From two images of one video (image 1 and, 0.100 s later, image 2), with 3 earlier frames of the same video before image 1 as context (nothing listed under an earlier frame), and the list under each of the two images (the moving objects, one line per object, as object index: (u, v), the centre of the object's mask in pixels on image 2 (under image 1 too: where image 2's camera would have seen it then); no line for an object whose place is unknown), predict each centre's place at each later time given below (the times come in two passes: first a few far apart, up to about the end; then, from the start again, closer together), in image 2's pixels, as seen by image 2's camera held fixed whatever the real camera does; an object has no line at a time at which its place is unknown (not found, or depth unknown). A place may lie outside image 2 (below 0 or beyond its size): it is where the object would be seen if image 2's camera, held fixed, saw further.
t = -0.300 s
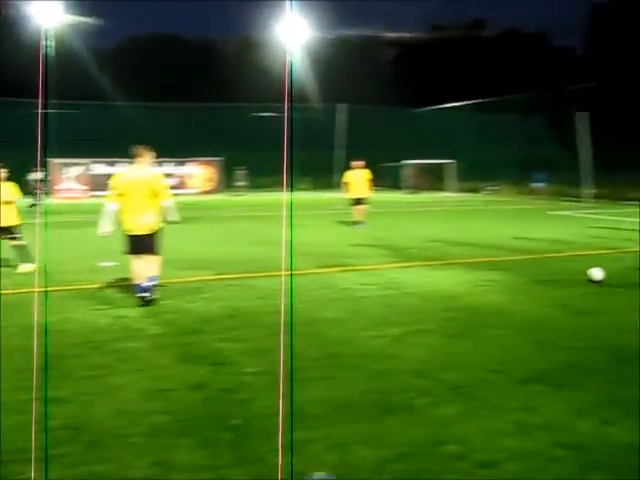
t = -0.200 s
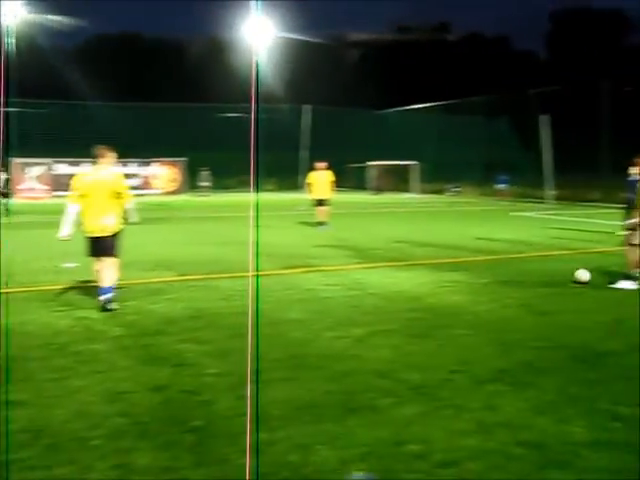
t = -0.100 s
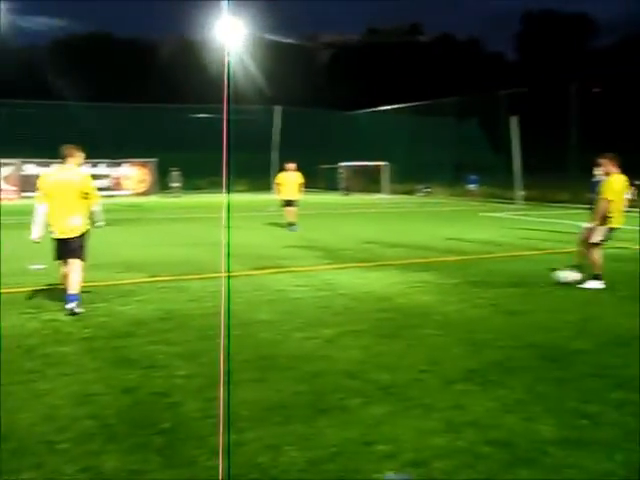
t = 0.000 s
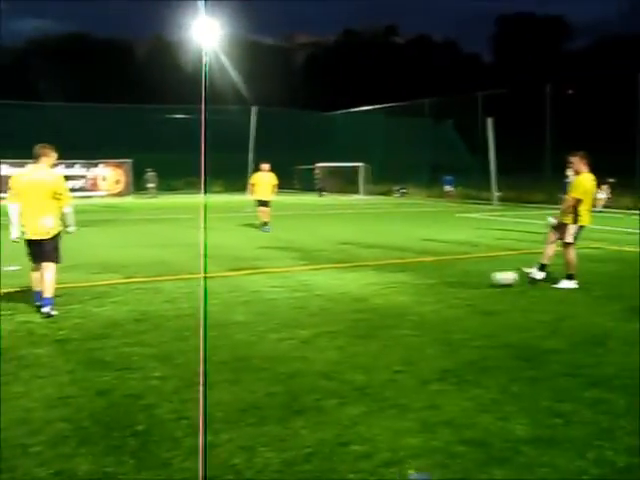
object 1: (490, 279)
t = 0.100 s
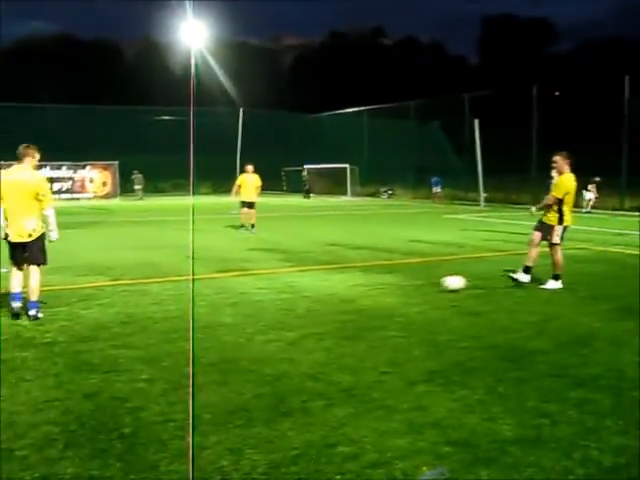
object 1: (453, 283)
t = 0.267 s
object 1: (394, 288)
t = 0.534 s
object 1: (308, 295)
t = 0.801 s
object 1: (219, 303)
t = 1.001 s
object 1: (146, 309)
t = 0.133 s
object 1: (441, 283)
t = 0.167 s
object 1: (429, 285)
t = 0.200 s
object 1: (417, 286)
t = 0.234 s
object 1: (406, 287)
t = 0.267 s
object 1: (394, 288)
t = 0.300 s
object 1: (383, 290)
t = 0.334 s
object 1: (372, 291)
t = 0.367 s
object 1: (361, 291)
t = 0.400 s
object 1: (350, 292)
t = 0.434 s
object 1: (340, 293)
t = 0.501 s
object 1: (319, 294)
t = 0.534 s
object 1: (308, 295)
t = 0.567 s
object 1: (296, 296)
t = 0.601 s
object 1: (286, 297)
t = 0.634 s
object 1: (275, 298)
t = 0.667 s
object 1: (264, 299)
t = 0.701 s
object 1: (253, 300)
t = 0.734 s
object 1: (241, 300)
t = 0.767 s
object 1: (230, 302)
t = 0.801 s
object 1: (219, 303)
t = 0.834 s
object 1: (206, 304)
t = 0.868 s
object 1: (194, 305)
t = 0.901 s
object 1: (182, 305)
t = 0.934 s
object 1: (170, 306)
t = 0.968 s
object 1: (158, 307)
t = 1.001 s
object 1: (146, 309)
